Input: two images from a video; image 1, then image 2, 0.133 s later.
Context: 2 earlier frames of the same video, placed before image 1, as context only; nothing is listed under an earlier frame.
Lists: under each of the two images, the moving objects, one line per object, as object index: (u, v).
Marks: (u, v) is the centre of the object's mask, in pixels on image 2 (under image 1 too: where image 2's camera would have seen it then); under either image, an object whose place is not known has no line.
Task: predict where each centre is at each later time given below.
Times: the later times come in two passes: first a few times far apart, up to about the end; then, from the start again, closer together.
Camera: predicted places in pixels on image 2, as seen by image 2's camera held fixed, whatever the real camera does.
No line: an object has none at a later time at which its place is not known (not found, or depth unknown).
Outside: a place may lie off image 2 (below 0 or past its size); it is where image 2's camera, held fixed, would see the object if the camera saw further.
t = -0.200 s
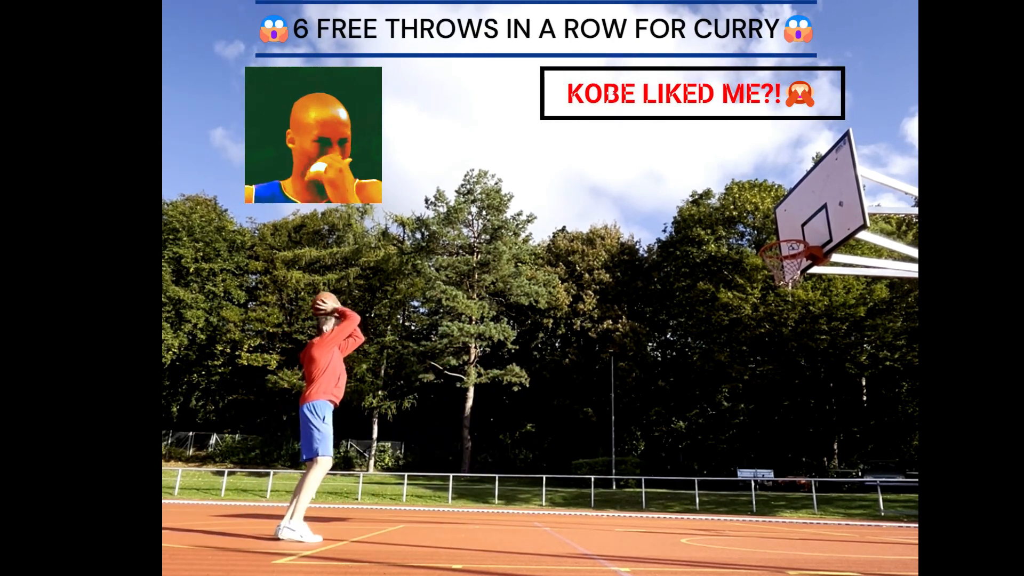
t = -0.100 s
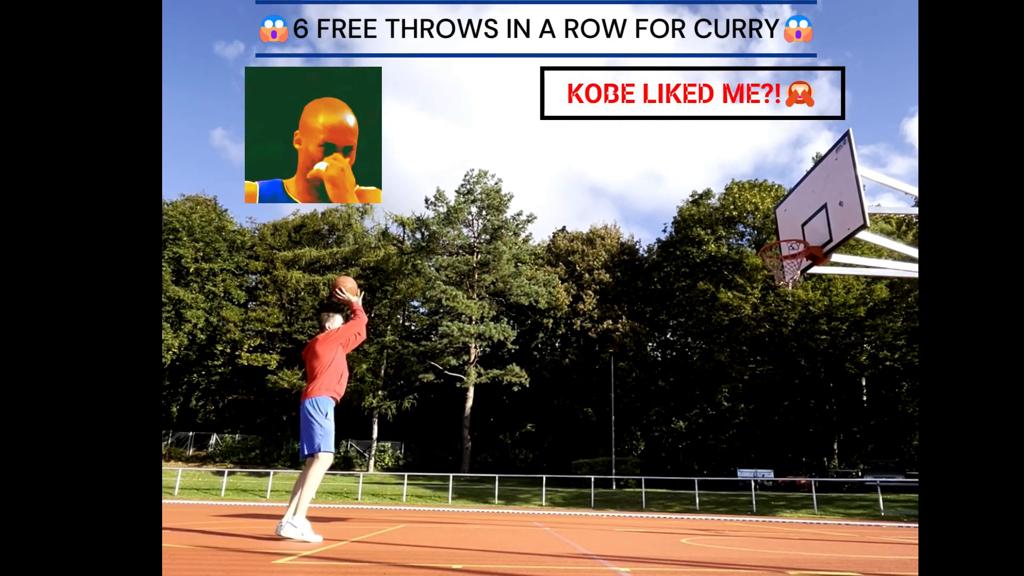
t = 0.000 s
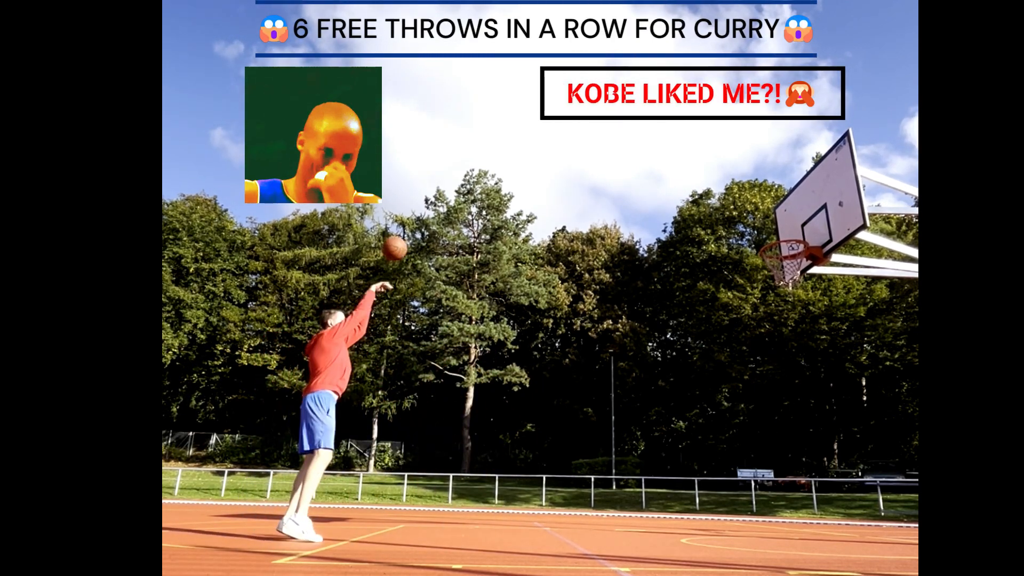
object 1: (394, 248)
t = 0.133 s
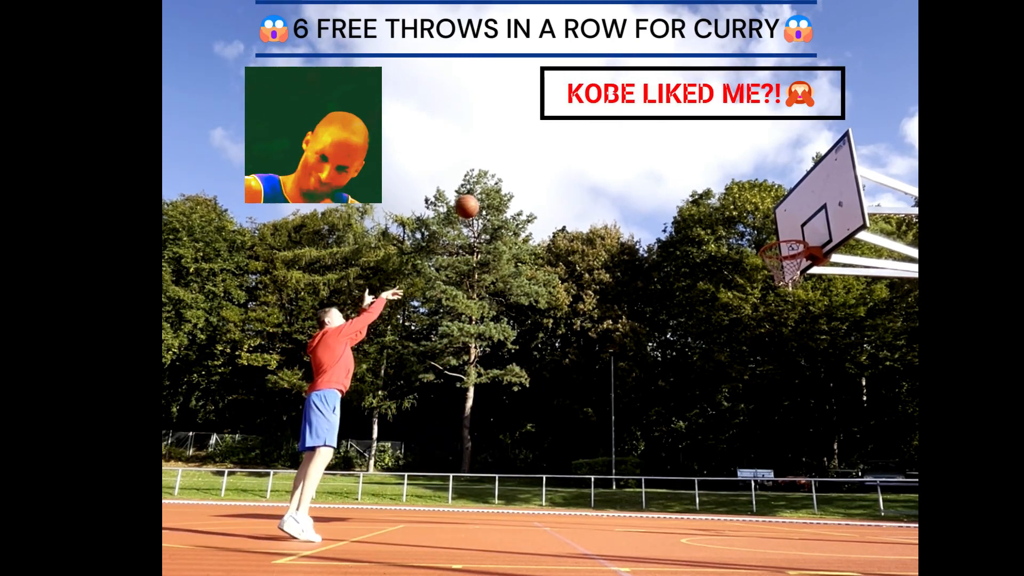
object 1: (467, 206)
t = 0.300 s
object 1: (549, 180)
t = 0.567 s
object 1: (670, 188)
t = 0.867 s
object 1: (786, 231)
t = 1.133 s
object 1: (777, 232)
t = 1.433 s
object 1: (763, 236)
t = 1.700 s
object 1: (763, 238)
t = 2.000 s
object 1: (782, 250)
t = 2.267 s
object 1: (796, 291)
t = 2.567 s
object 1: (822, 386)
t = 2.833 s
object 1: (852, 521)
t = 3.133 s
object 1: (854, 406)
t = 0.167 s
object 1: (484, 199)
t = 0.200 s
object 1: (501, 193)
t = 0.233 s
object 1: (517, 187)
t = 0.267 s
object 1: (533, 183)
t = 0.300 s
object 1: (549, 180)
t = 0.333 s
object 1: (564, 178)
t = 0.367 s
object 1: (580, 177)
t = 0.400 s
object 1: (595, 176)
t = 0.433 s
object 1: (610, 177)
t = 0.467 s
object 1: (625, 178)
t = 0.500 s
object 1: (640, 180)
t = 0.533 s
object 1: (655, 184)
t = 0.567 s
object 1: (670, 188)
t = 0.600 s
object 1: (685, 193)
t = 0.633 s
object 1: (699, 198)
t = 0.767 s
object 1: (758, 232)
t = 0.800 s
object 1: (770, 235)
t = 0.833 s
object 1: (778, 233)
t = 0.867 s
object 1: (786, 231)
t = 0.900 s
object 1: (793, 230)
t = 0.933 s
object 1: (801, 231)
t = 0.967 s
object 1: (809, 232)
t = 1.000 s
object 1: (803, 230)
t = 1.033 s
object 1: (796, 229)
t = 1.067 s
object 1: (789, 229)
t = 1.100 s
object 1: (783, 230)
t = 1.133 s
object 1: (777, 232)
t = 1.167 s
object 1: (769, 236)
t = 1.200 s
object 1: (766, 237)
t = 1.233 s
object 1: (765, 236)
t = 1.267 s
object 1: (765, 233)
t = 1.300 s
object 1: (764, 232)
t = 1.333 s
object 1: (764, 232)
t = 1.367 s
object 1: (764, 232)
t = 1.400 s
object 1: (763, 234)
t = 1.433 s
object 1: (763, 236)
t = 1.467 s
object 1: (763, 238)
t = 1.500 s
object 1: (763, 237)
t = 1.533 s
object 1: (762, 237)
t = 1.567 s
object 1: (762, 237)
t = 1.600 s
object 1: (762, 237)
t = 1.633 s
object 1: (763, 238)
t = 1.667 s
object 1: (763, 238)
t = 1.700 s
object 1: (763, 238)
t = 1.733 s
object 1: (763, 238)
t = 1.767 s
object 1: (764, 238)
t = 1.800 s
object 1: (764, 239)
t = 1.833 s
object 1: (765, 240)
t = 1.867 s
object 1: (766, 240)
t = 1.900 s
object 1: (767, 240)
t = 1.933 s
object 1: (770, 240)
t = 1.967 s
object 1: (780, 247)
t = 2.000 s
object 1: (782, 250)
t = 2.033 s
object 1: (778, 254)
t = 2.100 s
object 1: (787, 273)
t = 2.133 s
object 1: (788, 280)
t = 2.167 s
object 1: (789, 279)
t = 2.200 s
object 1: (791, 282)
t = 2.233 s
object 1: (794, 286)
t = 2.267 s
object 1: (796, 291)
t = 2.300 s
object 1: (799, 297)
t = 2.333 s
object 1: (801, 304)
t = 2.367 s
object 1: (803, 312)
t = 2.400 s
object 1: (806, 322)
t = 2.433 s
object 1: (809, 332)
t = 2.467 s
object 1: (811, 344)
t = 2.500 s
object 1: (814, 357)
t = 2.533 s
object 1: (818, 370)
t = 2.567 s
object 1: (822, 386)
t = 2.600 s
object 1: (825, 402)
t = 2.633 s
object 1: (829, 420)
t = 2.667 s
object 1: (833, 440)
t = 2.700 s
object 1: (838, 461)
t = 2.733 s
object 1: (842, 483)
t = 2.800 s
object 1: (852, 533)
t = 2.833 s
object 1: (852, 521)
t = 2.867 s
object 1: (852, 503)
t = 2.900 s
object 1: (852, 486)
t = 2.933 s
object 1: (852, 471)
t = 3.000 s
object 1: (852, 444)
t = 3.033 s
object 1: (852, 433)
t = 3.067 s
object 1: (853, 423)
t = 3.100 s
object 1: (853, 414)
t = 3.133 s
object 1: (854, 406)
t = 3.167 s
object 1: (855, 399)
